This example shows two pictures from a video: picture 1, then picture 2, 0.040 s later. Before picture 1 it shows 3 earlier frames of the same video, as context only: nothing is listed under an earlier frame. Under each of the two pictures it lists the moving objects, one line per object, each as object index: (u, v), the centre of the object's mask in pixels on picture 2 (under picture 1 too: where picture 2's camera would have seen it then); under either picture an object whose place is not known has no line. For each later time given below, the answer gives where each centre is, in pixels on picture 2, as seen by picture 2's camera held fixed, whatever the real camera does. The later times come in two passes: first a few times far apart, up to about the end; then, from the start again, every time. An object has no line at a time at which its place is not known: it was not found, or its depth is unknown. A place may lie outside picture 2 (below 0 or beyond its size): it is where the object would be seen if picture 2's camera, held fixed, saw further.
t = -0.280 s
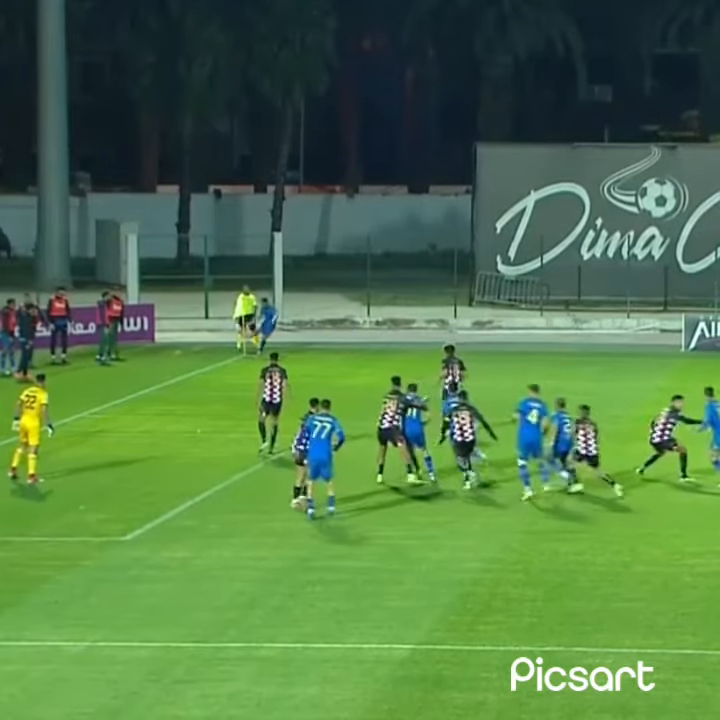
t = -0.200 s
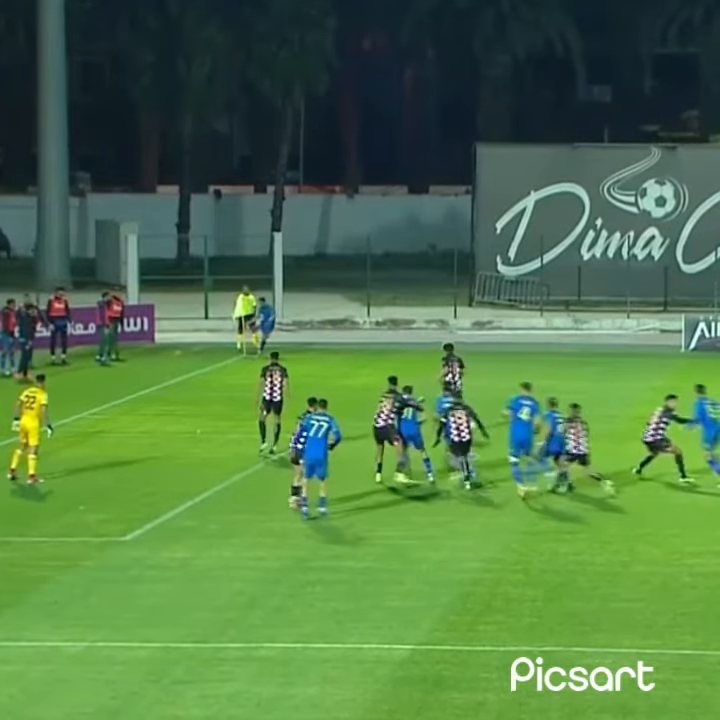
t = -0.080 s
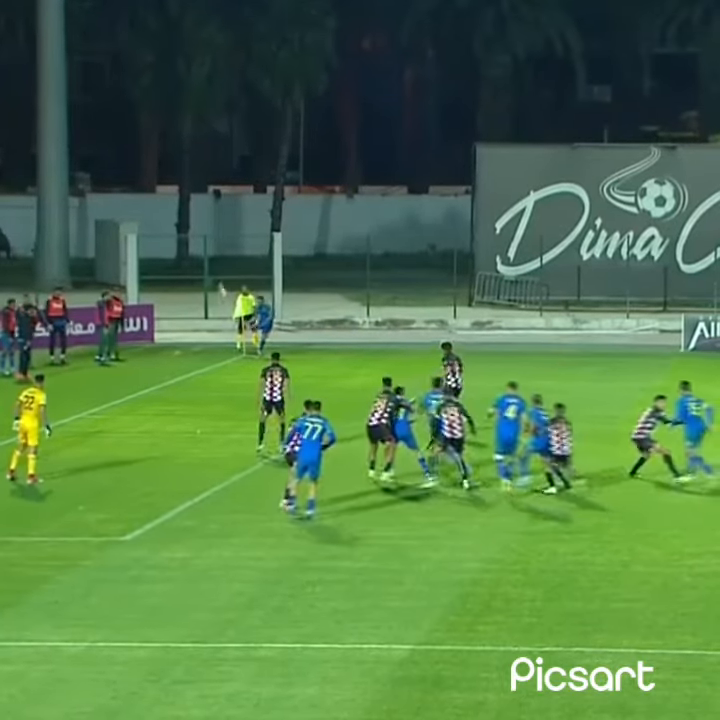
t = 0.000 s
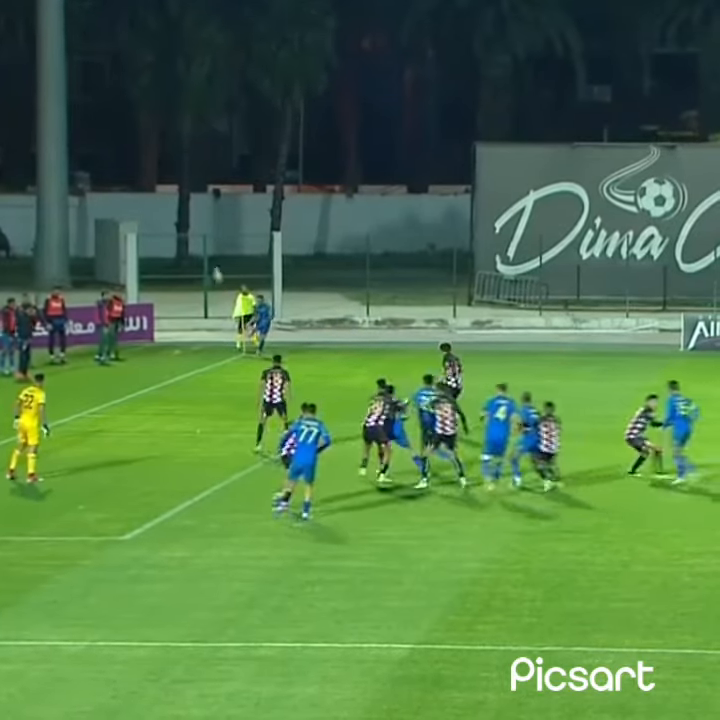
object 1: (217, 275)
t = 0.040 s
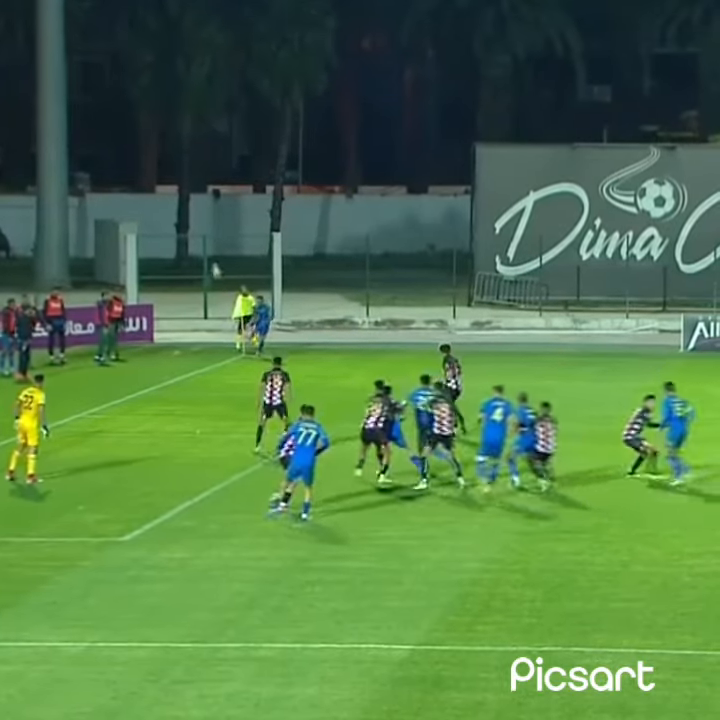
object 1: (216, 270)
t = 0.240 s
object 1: (210, 241)
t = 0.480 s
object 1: (211, 217)
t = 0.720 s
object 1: (218, 206)
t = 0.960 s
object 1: (232, 206)
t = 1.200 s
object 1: (246, 218)
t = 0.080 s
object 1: (213, 263)
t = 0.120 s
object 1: (212, 256)
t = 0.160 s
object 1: (212, 253)
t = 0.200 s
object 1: (211, 247)
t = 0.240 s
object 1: (210, 241)
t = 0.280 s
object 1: (210, 234)
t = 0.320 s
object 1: (209, 230)
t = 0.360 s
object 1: (209, 227)
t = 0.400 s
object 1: (210, 223)
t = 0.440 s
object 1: (210, 219)
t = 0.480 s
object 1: (211, 217)
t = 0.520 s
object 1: (211, 213)
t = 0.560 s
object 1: (213, 211)
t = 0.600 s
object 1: (213, 209)
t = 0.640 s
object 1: (215, 208)
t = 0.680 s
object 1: (217, 207)
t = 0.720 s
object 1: (218, 206)
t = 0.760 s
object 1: (221, 206)
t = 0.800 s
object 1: (222, 205)
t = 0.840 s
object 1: (224, 205)
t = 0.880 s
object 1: (227, 205)
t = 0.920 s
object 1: (229, 206)
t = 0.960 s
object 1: (232, 206)
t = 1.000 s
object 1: (233, 208)
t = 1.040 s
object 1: (235, 208)
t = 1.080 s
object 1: (237, 210)
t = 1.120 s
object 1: (241, 213)
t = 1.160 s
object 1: (243, 215)
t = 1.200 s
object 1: (246, 218)
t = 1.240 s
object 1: (249, 221)
